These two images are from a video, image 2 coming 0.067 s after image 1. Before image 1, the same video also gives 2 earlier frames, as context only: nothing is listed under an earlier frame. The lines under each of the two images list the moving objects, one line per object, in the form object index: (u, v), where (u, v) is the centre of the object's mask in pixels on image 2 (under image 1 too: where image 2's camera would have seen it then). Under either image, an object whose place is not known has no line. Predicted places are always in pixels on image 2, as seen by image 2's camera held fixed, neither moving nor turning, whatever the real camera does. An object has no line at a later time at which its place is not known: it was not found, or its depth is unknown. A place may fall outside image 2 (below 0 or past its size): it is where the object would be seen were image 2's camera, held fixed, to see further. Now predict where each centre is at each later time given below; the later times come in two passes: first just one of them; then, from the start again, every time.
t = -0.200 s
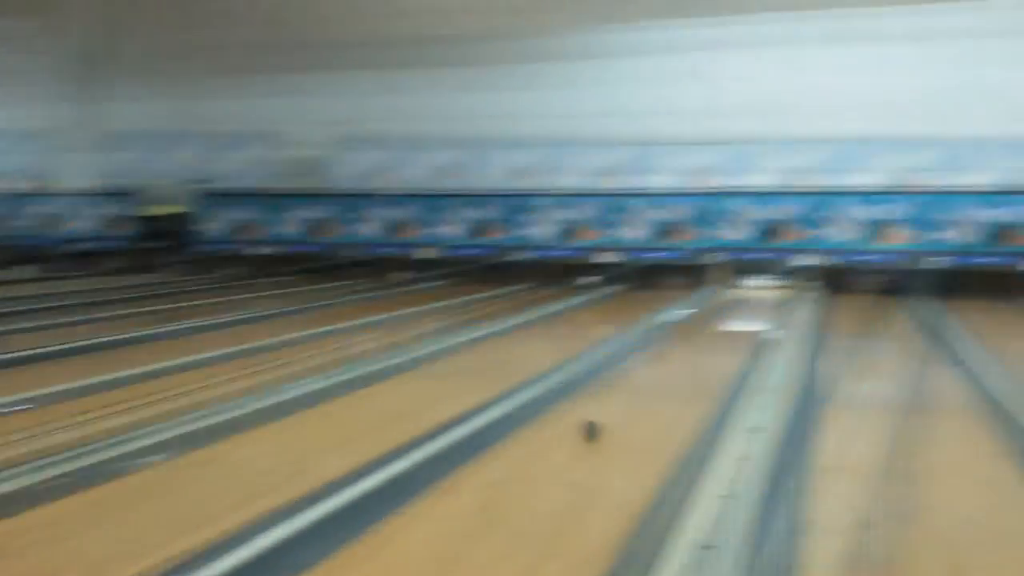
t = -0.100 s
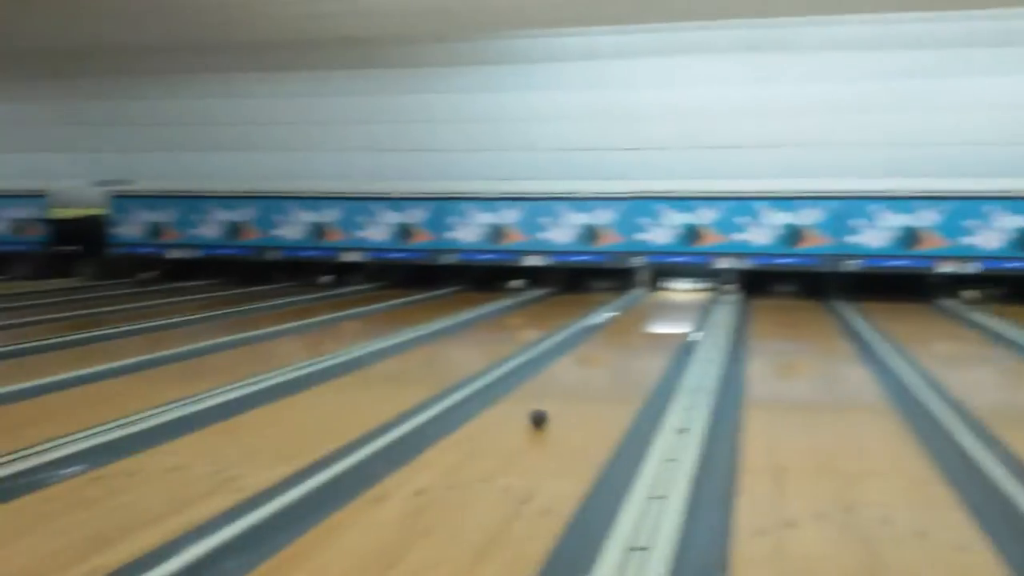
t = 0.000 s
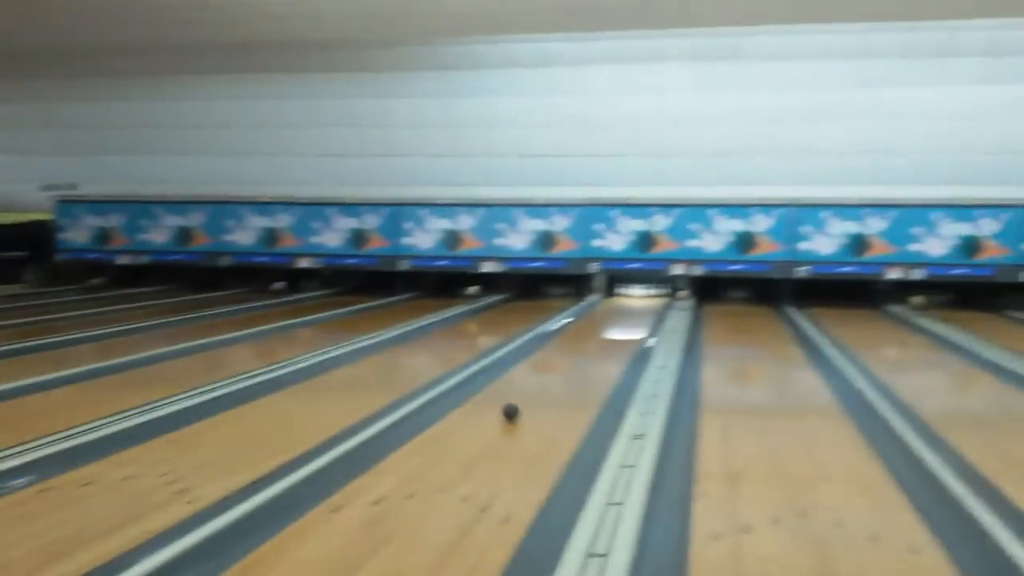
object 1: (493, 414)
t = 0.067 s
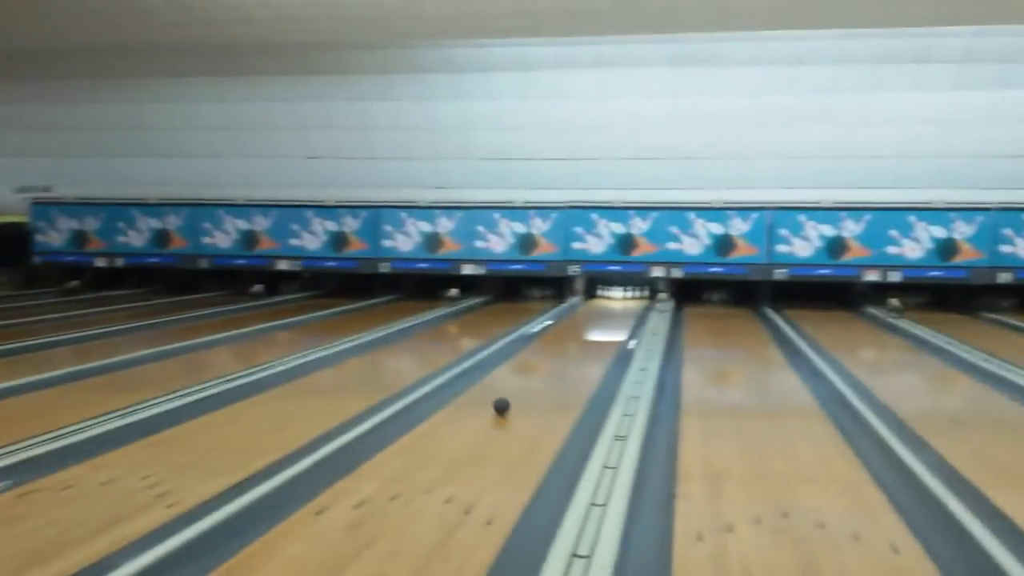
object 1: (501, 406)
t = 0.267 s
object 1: (519, 386)
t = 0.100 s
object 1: (505, 402)
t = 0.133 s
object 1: (508, 399)
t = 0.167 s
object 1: (511, 396)
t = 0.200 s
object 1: (514, 392)
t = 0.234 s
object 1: (517, 389)
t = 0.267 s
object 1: (519, 386)
